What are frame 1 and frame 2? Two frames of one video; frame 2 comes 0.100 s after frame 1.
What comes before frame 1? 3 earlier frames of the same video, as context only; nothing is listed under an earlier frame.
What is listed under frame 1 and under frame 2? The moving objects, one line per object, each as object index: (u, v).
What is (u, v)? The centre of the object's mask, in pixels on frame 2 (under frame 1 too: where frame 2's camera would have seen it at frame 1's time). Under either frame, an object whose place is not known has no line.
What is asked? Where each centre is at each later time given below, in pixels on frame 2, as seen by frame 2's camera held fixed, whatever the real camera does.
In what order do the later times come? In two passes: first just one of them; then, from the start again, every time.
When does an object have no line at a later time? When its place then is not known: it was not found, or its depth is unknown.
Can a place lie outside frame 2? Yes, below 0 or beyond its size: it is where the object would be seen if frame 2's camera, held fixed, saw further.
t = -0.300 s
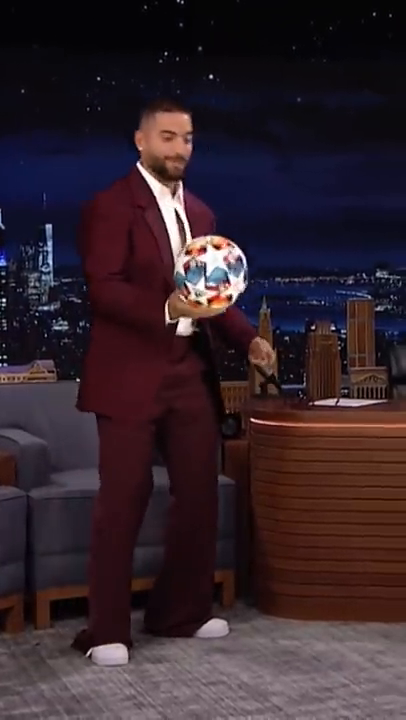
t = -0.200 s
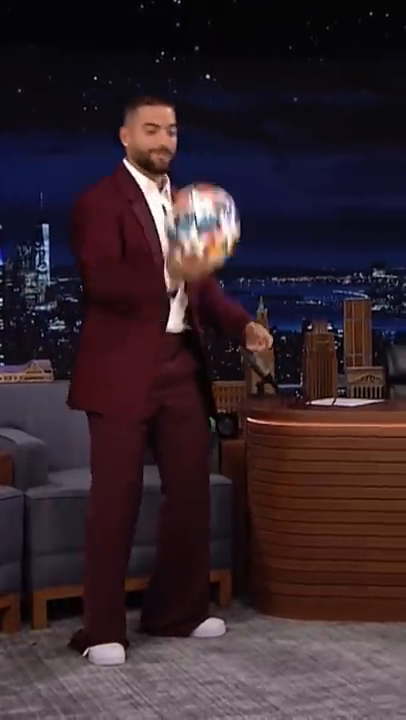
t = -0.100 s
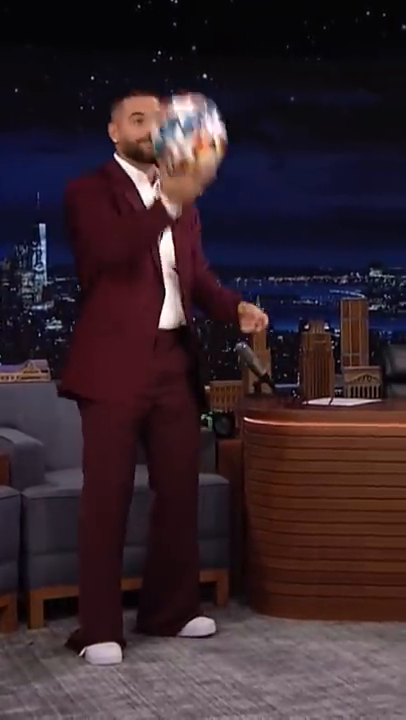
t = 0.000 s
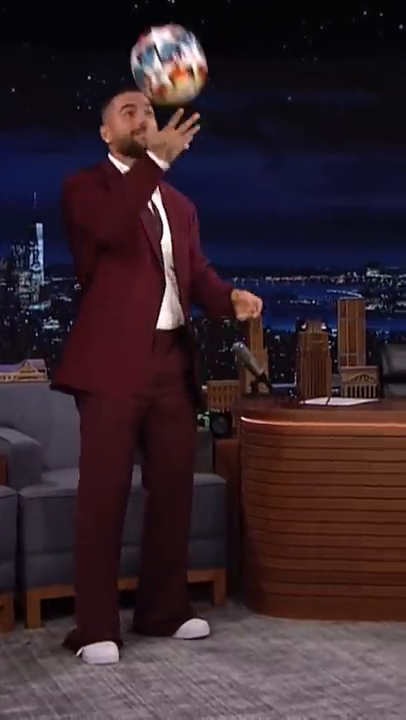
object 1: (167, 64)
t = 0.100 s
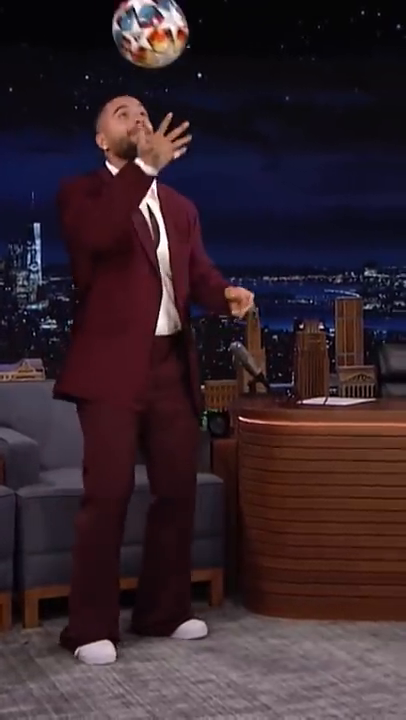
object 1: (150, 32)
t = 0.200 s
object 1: (134, 31)
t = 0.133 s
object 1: (145, 29)
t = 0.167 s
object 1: (139, 29)
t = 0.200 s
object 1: (134, 31)
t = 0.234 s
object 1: (130, 35)
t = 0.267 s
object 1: (125, 45)
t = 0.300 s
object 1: (120, 59)
